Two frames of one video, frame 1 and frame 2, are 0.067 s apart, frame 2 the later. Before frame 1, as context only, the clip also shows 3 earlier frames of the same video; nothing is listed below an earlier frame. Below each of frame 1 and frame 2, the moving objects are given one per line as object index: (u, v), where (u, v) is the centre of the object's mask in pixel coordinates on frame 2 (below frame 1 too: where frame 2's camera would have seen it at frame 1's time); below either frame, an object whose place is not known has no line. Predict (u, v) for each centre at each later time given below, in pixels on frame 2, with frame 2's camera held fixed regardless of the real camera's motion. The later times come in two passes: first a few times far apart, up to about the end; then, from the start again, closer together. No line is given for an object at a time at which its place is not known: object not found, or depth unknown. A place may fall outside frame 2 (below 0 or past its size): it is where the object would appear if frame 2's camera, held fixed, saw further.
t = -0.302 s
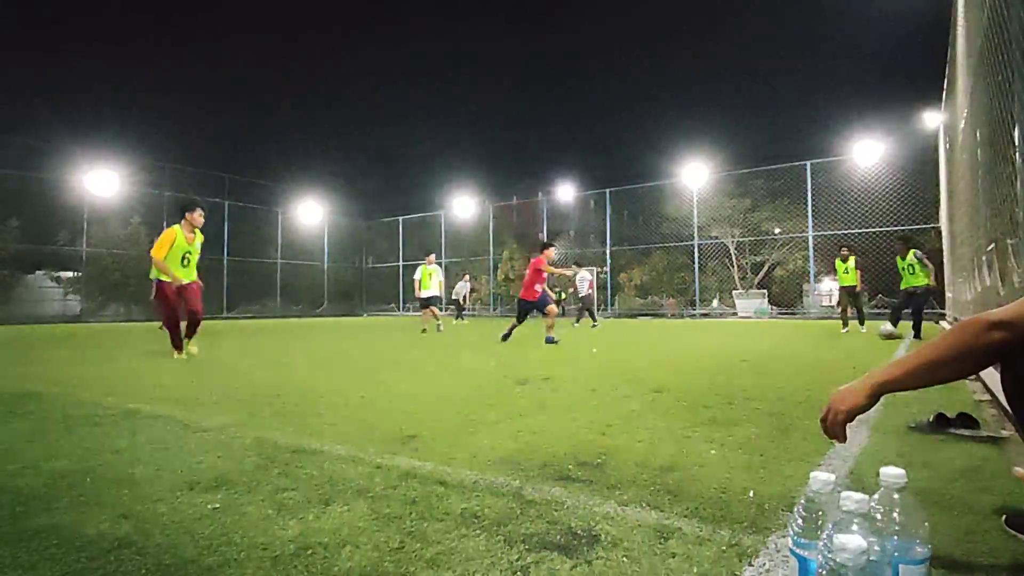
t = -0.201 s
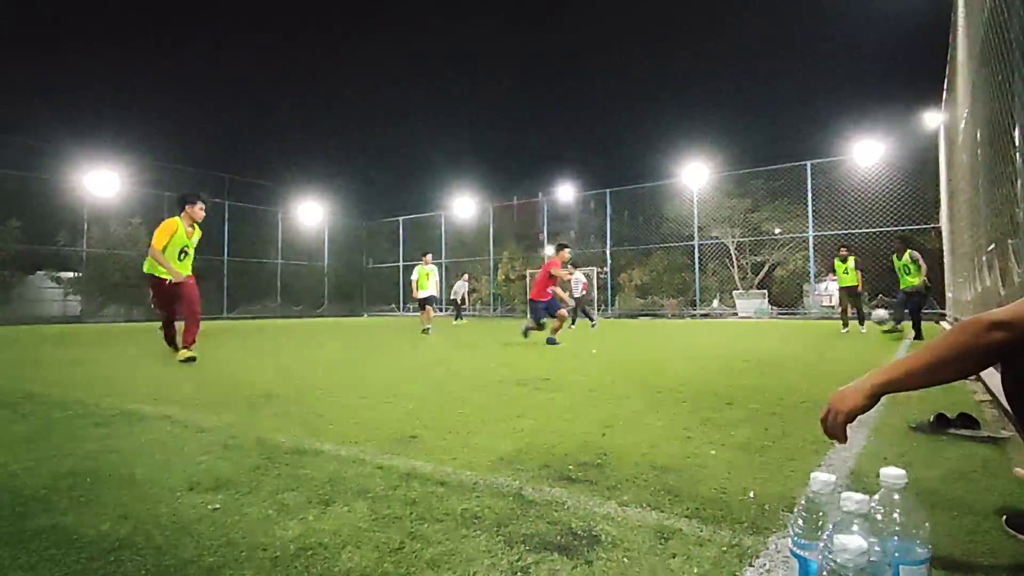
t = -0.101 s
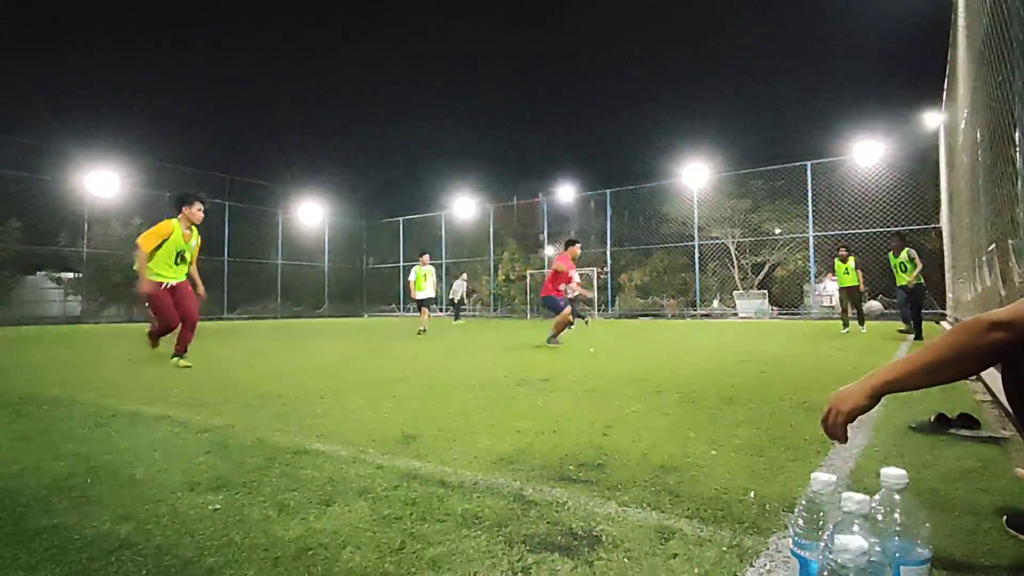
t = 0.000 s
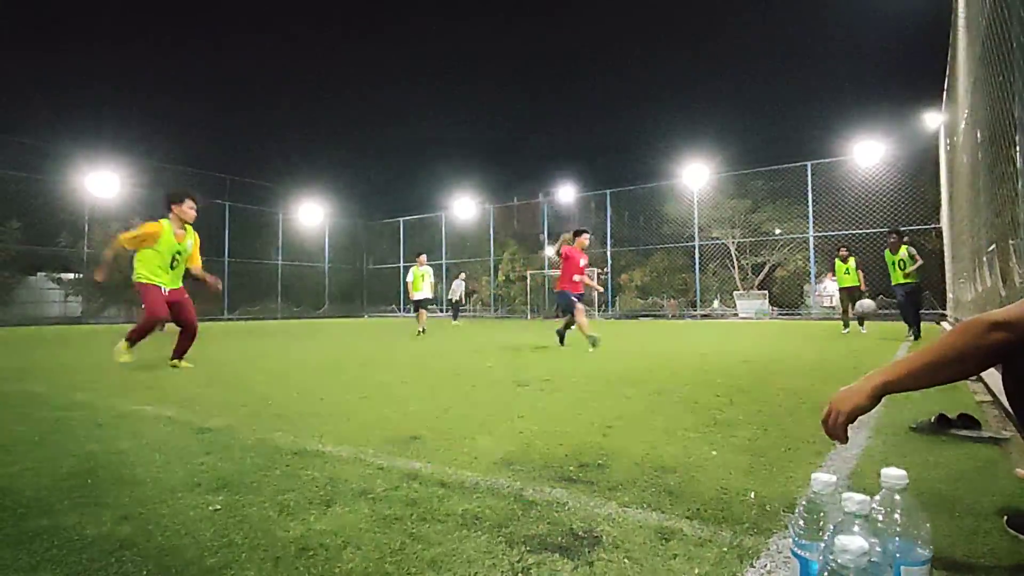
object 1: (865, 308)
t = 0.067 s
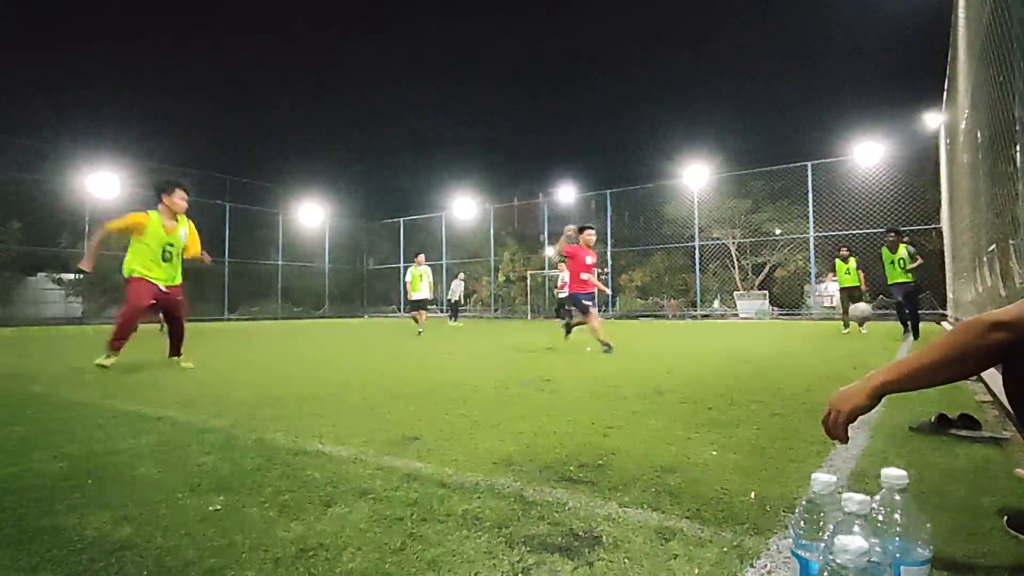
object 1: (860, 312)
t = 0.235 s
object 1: (844, 351)
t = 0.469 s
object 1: (820, 347)
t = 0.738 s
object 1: (783, 380)
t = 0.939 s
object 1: (738, 408)
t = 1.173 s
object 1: (632, 464)
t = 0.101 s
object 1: (857, 316)
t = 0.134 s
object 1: (854, 322)
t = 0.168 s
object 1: (852, 329)
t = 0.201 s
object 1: (849, 338)
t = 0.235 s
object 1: (844, 351)
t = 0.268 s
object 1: (840, 351)
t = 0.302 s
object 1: (838, 348)
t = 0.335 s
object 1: (834, 345)
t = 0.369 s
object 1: (831, 343)
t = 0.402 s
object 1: (827, 342)
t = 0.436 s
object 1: (825, 344)
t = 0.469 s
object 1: (820, 347)
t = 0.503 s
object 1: (817, 351)
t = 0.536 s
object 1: (813, 357)
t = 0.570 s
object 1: (808, 369)
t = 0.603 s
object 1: (803, 370)
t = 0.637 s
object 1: (799, 370)
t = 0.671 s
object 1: (793, 370)
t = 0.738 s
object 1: (783, 380)
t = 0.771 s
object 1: (777, 386)
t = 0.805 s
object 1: (770, 387)
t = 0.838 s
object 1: (763, 389)
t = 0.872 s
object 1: (755, 395)
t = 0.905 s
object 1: (748, 402)
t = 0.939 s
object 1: (738, 408)
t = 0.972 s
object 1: (728, 413)
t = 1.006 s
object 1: (717, 419)
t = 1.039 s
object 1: (704, 429)
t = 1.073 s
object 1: (689, 435)
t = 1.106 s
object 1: (674, 438)
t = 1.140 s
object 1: (655, 446)
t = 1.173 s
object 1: (632, 464)
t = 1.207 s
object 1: (604, 481)
